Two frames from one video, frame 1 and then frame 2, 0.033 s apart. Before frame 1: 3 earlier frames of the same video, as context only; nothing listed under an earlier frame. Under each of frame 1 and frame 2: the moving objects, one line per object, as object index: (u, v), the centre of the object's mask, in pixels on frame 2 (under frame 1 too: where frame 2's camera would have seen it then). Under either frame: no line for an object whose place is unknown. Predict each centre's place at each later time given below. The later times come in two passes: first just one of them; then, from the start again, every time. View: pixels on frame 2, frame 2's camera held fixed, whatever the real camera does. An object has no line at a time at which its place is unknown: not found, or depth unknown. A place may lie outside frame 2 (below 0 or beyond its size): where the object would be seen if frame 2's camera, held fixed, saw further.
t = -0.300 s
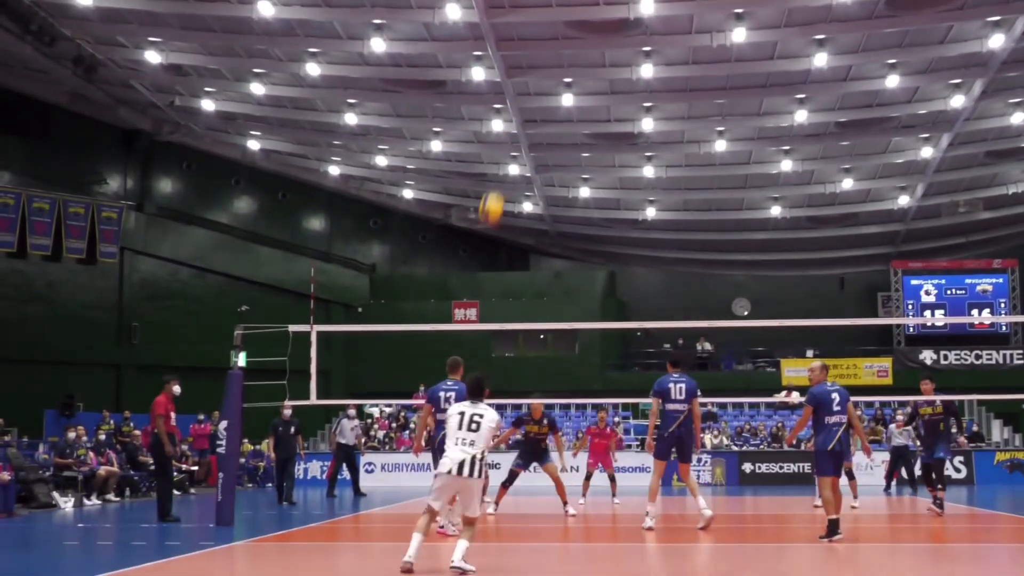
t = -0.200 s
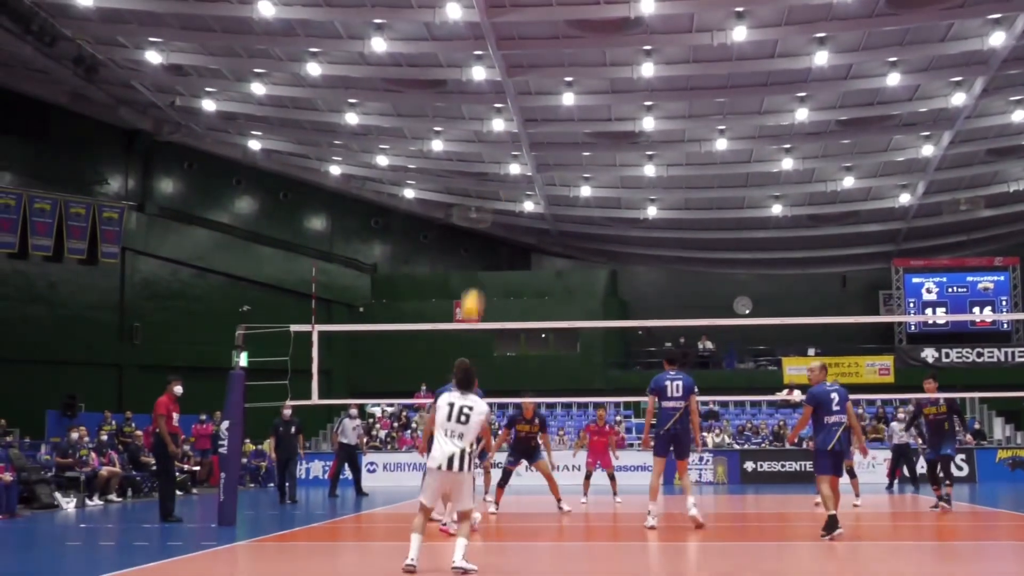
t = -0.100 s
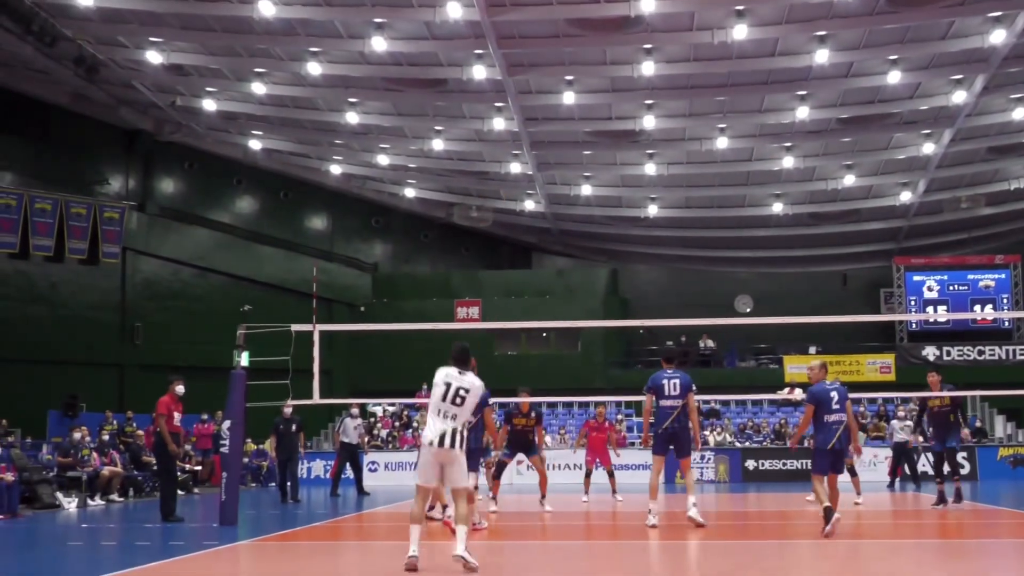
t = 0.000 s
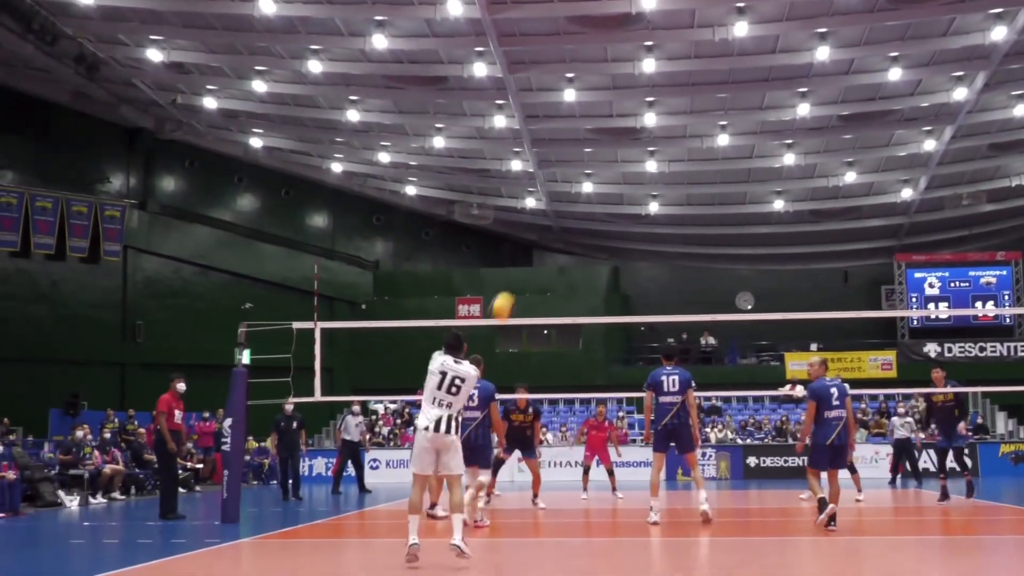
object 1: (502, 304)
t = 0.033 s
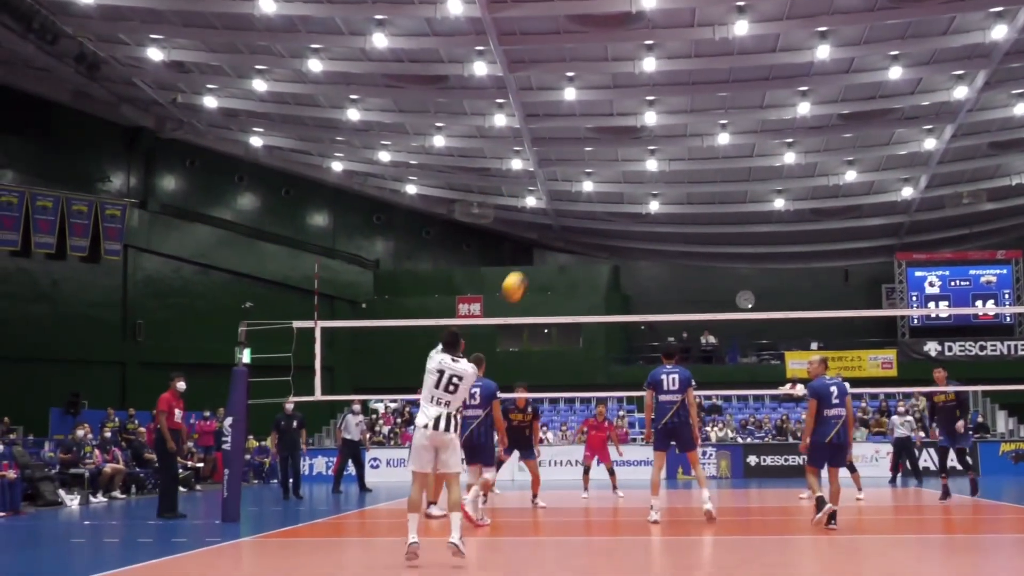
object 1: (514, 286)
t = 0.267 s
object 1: (584, 201)
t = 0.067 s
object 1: (525, 268)
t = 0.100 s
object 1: (536, 252)
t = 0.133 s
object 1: (546, 239)
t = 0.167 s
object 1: (556, 227)
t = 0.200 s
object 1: (566, 216)
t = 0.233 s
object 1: (575, 208)
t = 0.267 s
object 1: (584, 201)
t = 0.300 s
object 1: (593, 196)
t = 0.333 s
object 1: (601, 192)
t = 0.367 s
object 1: (609, 188)
